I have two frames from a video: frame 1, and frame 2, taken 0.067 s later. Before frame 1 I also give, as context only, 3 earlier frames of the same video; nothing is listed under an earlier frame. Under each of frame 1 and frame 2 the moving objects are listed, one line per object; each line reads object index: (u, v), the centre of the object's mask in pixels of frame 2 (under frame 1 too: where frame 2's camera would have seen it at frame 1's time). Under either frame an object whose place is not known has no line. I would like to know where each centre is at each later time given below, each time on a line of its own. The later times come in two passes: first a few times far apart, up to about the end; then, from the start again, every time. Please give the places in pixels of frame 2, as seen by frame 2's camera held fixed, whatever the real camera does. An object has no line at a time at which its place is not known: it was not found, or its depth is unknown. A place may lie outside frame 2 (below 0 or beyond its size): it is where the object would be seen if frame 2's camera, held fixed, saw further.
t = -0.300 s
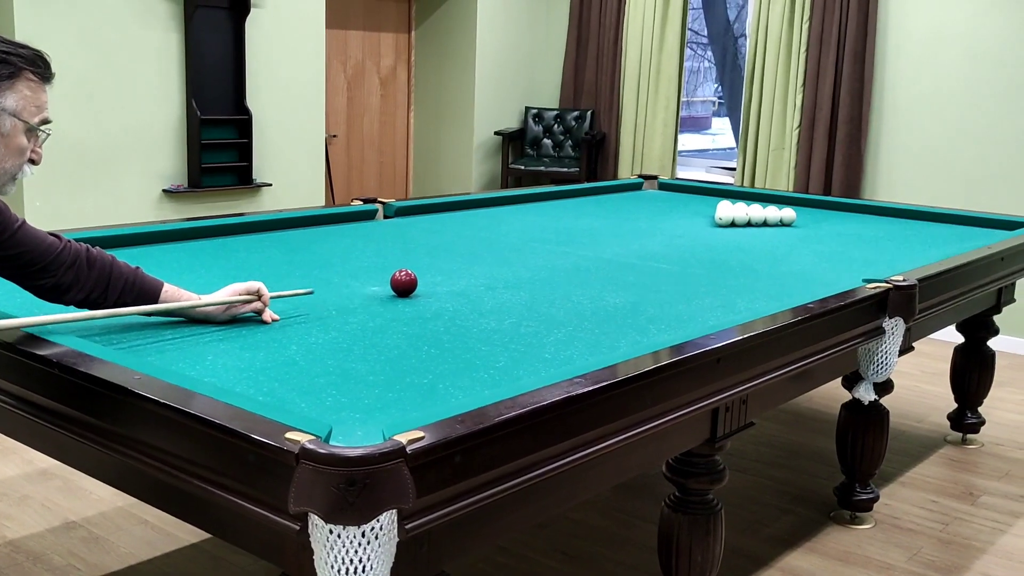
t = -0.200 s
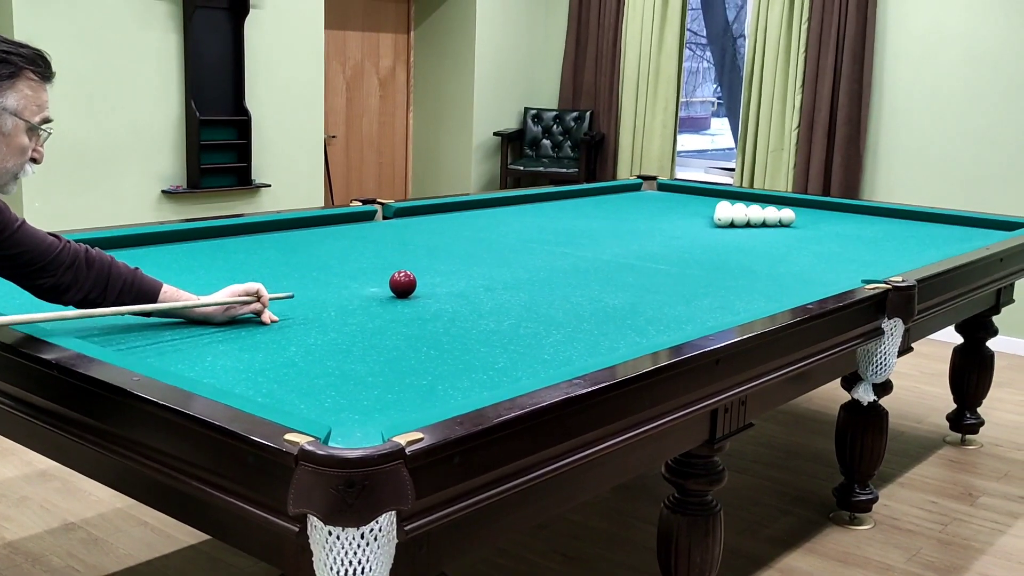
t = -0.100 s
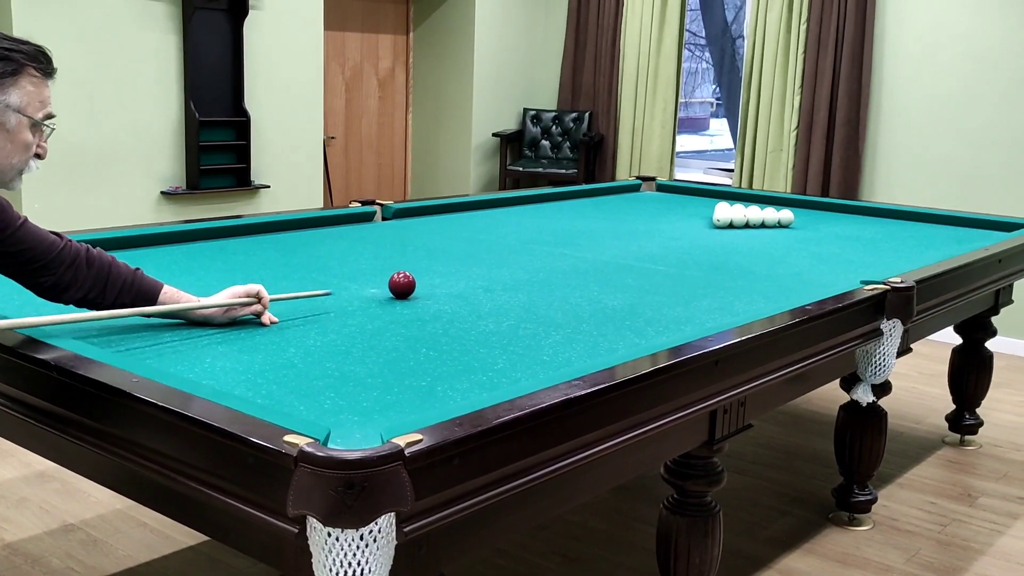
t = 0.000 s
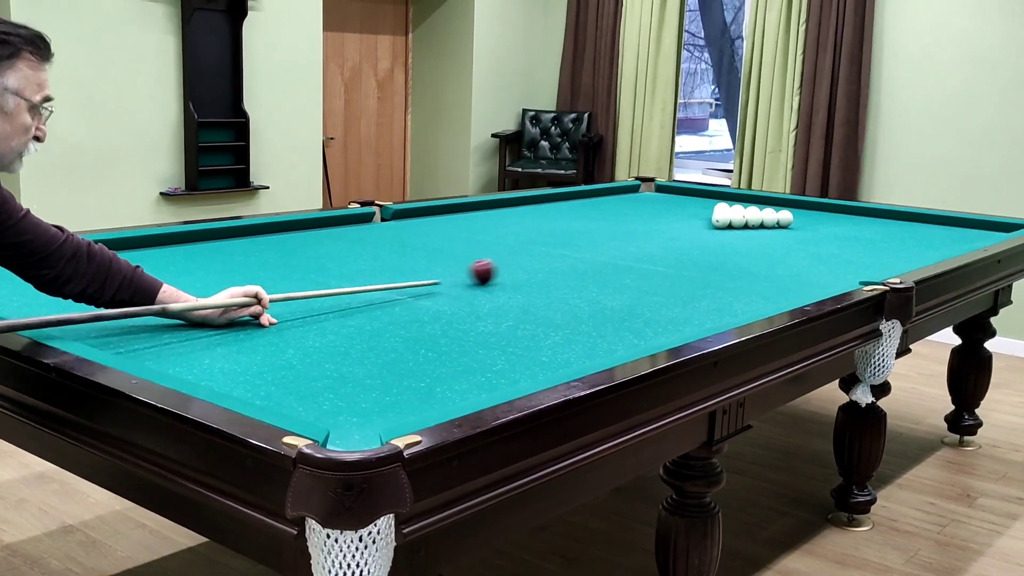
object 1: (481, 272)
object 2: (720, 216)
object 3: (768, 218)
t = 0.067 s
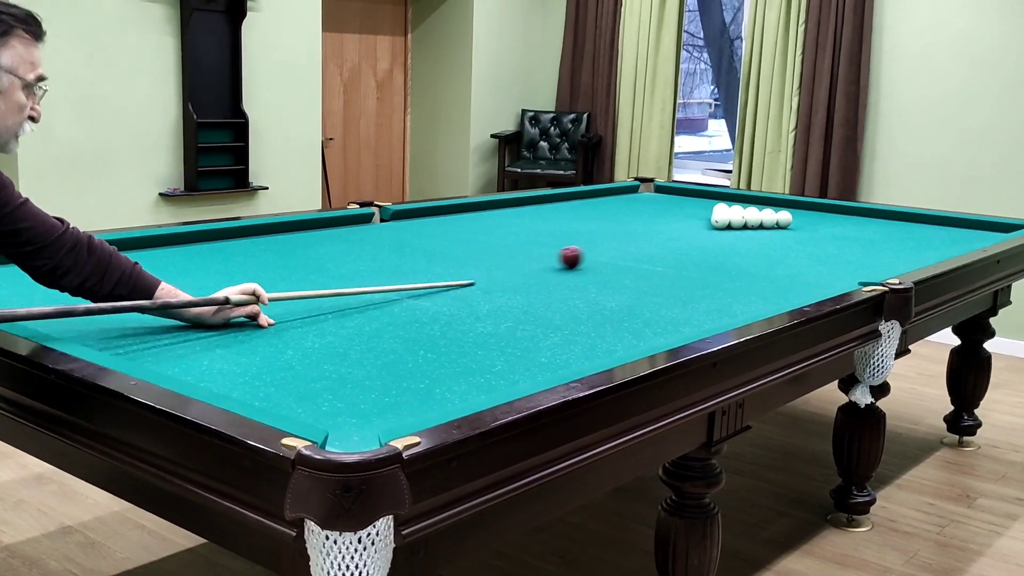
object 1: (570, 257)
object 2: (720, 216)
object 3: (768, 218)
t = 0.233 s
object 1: (729, 230)
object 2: (720, 215)
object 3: (769, 218)
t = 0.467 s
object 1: (901, 224)
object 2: (720, 221)
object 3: (774, 215)
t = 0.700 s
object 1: (1010, 228)
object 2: (719, 224)
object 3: (781, 212)
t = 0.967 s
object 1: (925, 234)
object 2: (719, 225)
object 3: (789, 209)
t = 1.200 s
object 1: (849, 236)
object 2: (718, 227)
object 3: (795, 206)
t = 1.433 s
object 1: (769, 238)
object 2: (717, 228)
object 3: (800, 203)
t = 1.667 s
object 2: (717, 229)
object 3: (793, 203)
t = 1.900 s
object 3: (784, 204)
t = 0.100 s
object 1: (609, 250)
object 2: (720, 216)
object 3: (768, 218)
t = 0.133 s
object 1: (643, 244)
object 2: (720, 216)
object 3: (768, 218)
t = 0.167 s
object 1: (675, 239)
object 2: (720, 216)
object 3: (769, 218)
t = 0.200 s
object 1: (703, 234)
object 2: (720, 216)
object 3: (769, 218)
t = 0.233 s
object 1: (729, 230)
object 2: (720, 215)
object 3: (769, 218)
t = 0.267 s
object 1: (753, 225)
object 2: (720, 216)
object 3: (769, 218)
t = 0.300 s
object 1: (774, 223)
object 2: (720, 216)
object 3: (767, 215)
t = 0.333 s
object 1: (802, 223)
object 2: (720, 220)
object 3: (767, 213)
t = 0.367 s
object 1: (829, 223)
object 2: (720, 220)
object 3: (768, 214)
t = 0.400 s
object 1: (853, 224)
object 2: (720, 221)
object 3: (770, 214)
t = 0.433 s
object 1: (878, 224)
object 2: (720, 220)
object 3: (772, 215)
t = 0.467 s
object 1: (901, 224)
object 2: (720, 221)
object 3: (774, 215)
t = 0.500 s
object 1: (923, 224)
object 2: (720, 222)
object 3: (774, 214)
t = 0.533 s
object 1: (945, 224)
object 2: (720, 222)
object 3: (776, 214)
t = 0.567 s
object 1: (966, 224)
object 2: (720, 223)
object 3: (777, 213)
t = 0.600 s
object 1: (988, 224)
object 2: (719, 223)
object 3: (778, 213)
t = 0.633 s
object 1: (998, 226)
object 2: (719, 223)
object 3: (779, 213)
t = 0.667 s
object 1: (1003, 227)
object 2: (720, 223)
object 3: (780, 212)
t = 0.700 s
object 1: (1010, 228)
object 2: (719, 224)
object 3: (781, 212)
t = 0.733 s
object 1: (1003, 229)
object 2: (719, 224)
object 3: (782, 211)
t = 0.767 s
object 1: (990, 231)
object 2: (719, 224)
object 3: (783, 211)
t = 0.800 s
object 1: (979, 232)
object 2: (719, 224)
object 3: (784, 210)
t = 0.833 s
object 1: (968, 233)
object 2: (719, 224)
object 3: (785, 210)
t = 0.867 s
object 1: (957, 233)
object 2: (719, 225)
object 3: (786, 210)
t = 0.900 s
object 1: (947, 233)
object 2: (719, 225)
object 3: (787, 209)
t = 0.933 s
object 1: (936, 234)
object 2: (719, 225)
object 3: (788, 209)
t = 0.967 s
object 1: (925, 234)
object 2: (719, 225)
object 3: (789, 209)
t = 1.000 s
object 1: (915, 234)
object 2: (719, 225)
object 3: (790, 208)
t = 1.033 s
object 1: (904, 235)
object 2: (719, 226)
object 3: (791, 208)
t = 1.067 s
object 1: (893, 235)
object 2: (719, 226)
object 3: (792, 207)
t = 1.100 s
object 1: (882, 235)
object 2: (719, 226)
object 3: (792, 207)
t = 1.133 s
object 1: (871, 235)
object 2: (719, 226)
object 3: (793, 206)
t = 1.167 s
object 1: (860, 236)
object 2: (719, 227)
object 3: (794, 206)
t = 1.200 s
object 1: (849, 236)
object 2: (718, 227)
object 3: (795, 206)
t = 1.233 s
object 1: (837, 236)
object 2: (718, 227)
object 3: (796, 205)
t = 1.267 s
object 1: (826, 236)
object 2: (718, 227)
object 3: (796, 205)
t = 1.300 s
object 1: (815, 237)
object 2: (718, 227)
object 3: (797, 204)
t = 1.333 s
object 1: (803, 237)
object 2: (718, 227)
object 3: (798, 204)
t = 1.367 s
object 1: (792, 237)
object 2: (718, 228)
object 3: (798, 204)
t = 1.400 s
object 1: (780, 237)
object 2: (718, 228)
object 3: (799, 203)
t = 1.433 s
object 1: (769, 238)
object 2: (717, 228)
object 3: (800, 203)
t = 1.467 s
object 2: (717, 228)
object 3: (800, 203)
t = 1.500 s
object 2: (717, 228)
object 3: (800, 202)
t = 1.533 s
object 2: (717, 228)
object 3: (799, 203)
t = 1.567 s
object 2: (716, 226)
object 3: (797, 203)
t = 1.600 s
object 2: (718, 227)
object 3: (796, 203)
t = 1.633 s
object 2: (717, 229)
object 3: (794, 203)
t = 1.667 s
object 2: (717, 229)
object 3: (793, 203)
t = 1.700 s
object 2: (717, 229)
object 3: (791, 203)
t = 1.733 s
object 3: (790, 203)
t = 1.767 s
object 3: (789, 203)
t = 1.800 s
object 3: (788, 203)
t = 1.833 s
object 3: (787, 203)
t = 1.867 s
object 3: (785, 204)
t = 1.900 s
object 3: (784, 204)
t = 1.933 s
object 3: (782, 204)
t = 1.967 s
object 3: (781, 204)
